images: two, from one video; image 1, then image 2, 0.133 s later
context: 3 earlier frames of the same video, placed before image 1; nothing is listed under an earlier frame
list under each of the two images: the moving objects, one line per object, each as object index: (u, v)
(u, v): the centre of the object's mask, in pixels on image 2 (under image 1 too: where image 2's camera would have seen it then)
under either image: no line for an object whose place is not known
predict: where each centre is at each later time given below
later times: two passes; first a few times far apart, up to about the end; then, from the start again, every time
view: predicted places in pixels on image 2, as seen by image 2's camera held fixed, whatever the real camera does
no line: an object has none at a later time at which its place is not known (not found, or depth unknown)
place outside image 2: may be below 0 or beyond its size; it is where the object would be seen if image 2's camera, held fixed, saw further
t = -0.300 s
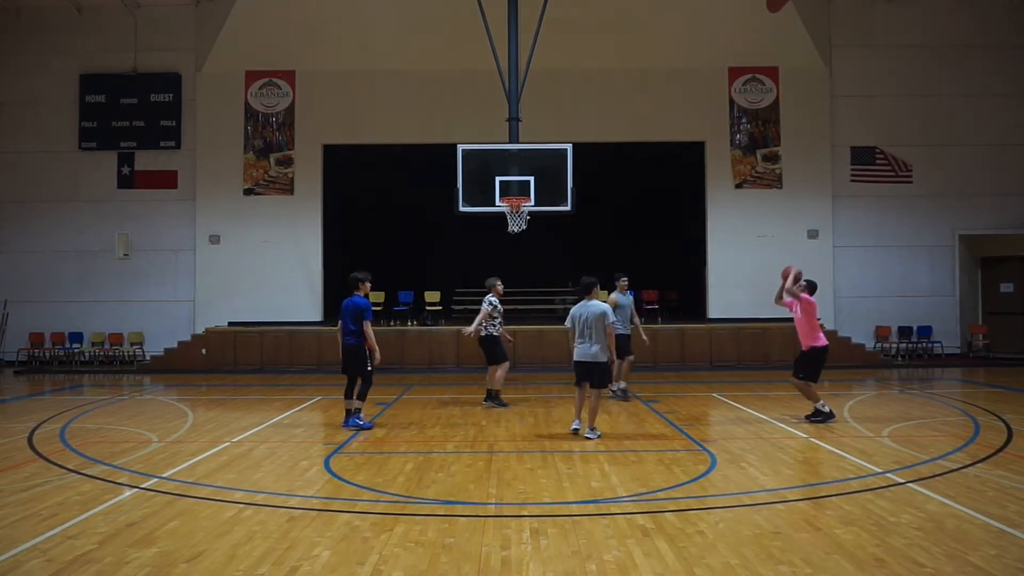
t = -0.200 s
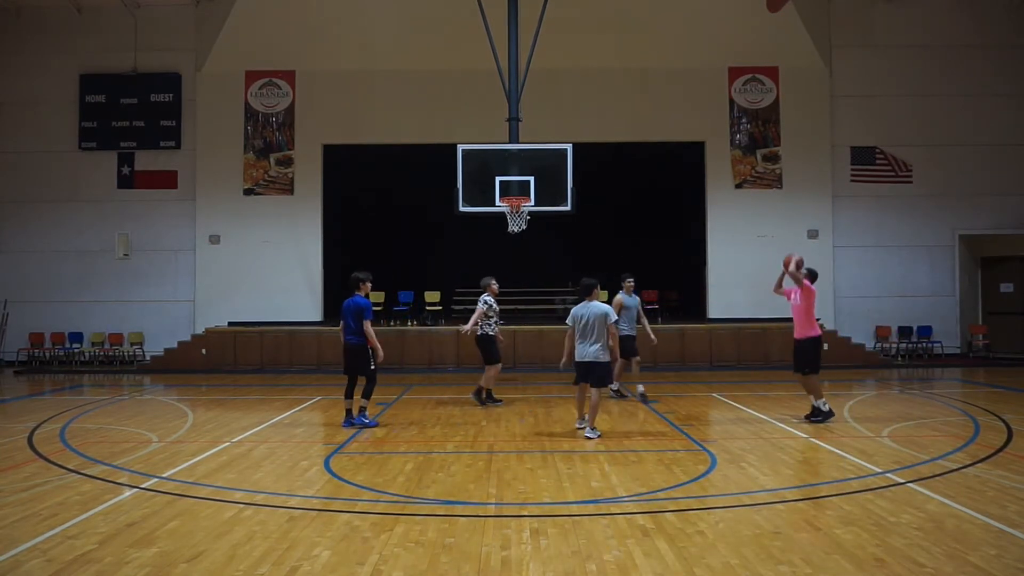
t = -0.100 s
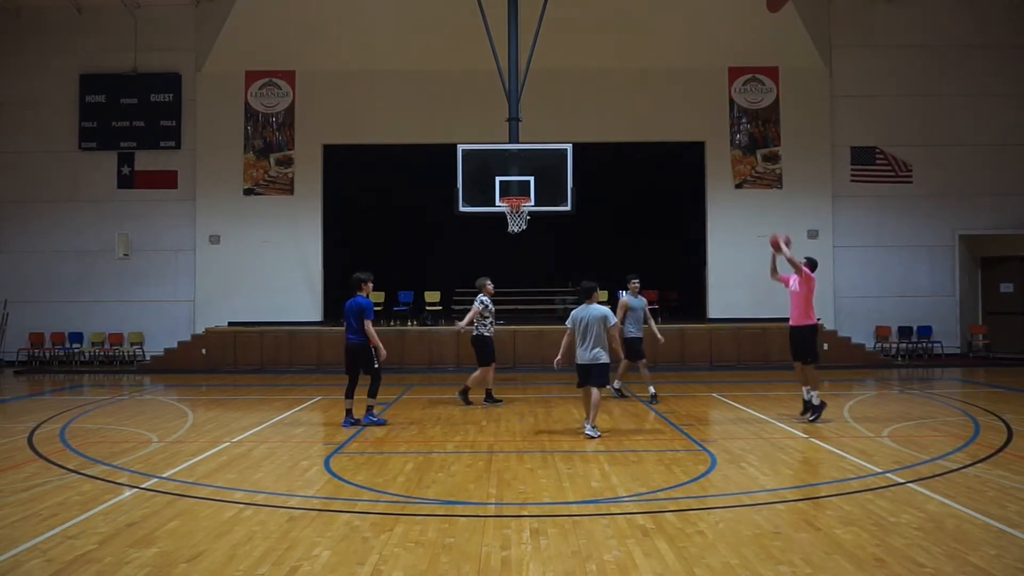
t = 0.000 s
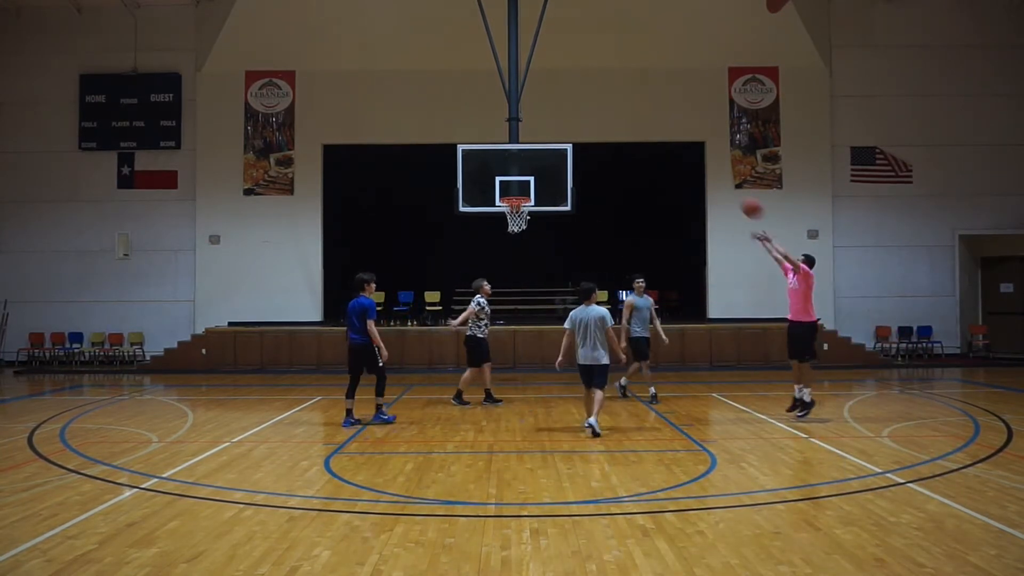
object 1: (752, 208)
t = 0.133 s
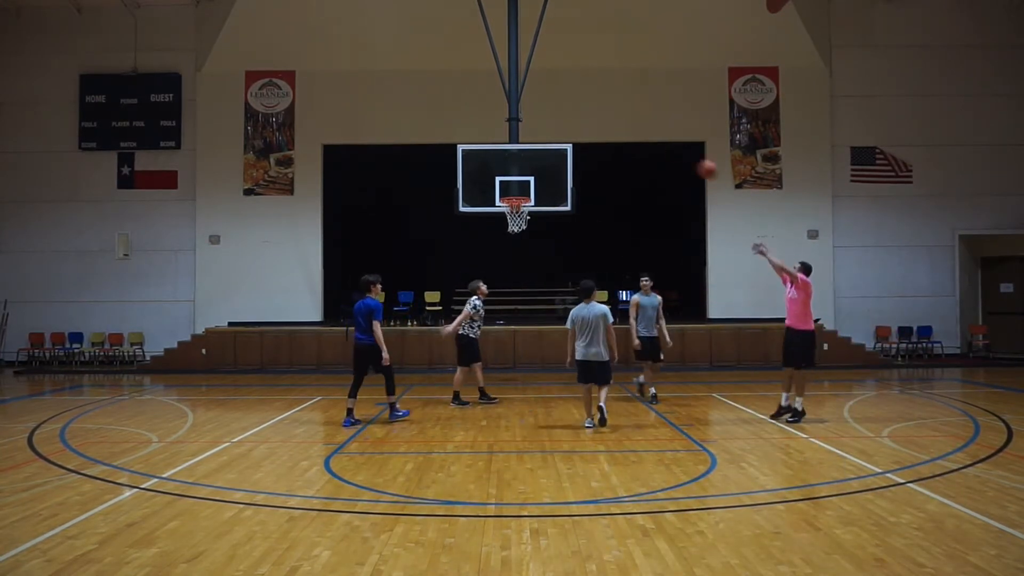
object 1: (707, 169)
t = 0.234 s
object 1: (677, 152)
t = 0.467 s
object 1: (612, 140)
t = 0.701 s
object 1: (553, 163)
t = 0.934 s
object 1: (503, 215)
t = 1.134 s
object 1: (495, 234)
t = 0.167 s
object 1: (696, 163)
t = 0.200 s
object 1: (687, 157)
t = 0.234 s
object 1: (677, 152)
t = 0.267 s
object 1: (667, 148)
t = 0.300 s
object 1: (657, 144)
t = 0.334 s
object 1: (648, 142)
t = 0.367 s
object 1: (639, 140)
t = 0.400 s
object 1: (630, 139)
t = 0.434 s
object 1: (621, 139)
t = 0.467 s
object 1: (612, 140)
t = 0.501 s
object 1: (603, 141)
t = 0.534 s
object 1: (594, 143)
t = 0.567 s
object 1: (586, 146)
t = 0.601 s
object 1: (578, 149)
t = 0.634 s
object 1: (570, 153)
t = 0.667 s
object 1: (560, 158)
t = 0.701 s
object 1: (553, 163)
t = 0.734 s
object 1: (546, 170)
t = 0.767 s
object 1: (539, 176)
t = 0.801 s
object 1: (531, 184)
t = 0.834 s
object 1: (523, 190)
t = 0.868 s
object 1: (517, 194)
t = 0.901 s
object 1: (506, 210)
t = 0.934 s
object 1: (503, 215)
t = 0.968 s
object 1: (502, 218)
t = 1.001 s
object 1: (501, 220)
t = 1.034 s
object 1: (499, 222)
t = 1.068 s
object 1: (498, 225)
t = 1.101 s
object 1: (496, 229)
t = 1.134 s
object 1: (495, 234)
